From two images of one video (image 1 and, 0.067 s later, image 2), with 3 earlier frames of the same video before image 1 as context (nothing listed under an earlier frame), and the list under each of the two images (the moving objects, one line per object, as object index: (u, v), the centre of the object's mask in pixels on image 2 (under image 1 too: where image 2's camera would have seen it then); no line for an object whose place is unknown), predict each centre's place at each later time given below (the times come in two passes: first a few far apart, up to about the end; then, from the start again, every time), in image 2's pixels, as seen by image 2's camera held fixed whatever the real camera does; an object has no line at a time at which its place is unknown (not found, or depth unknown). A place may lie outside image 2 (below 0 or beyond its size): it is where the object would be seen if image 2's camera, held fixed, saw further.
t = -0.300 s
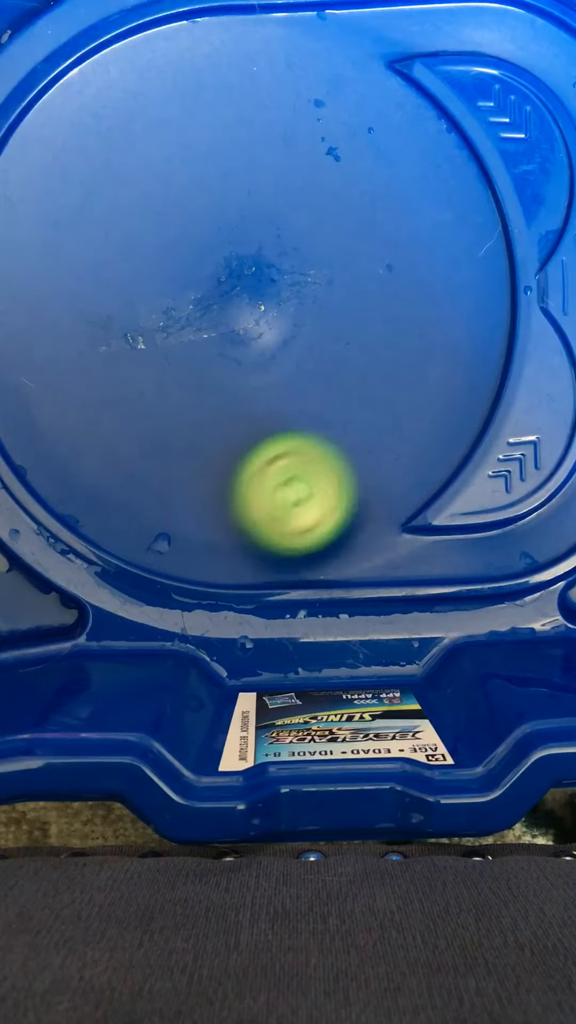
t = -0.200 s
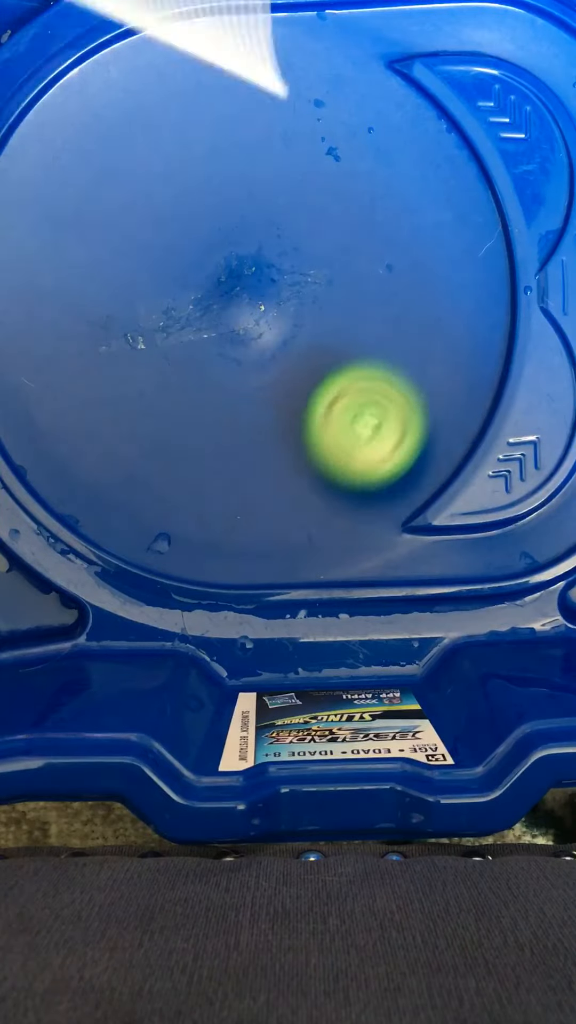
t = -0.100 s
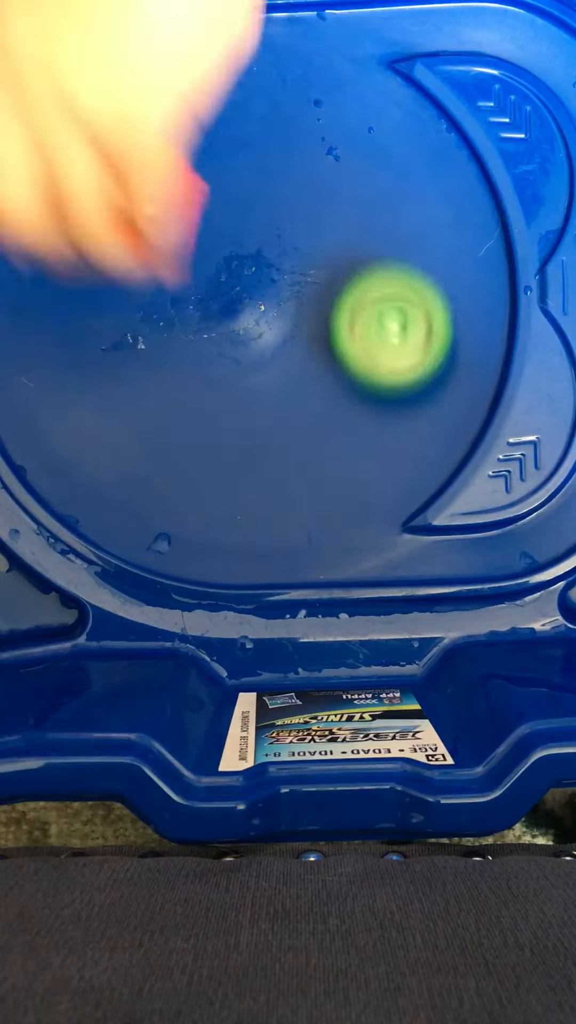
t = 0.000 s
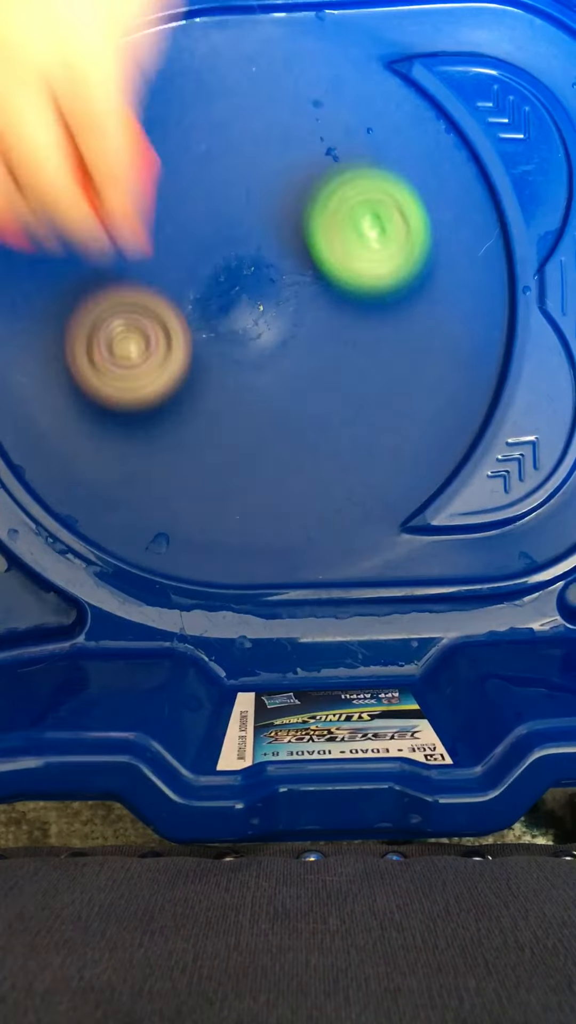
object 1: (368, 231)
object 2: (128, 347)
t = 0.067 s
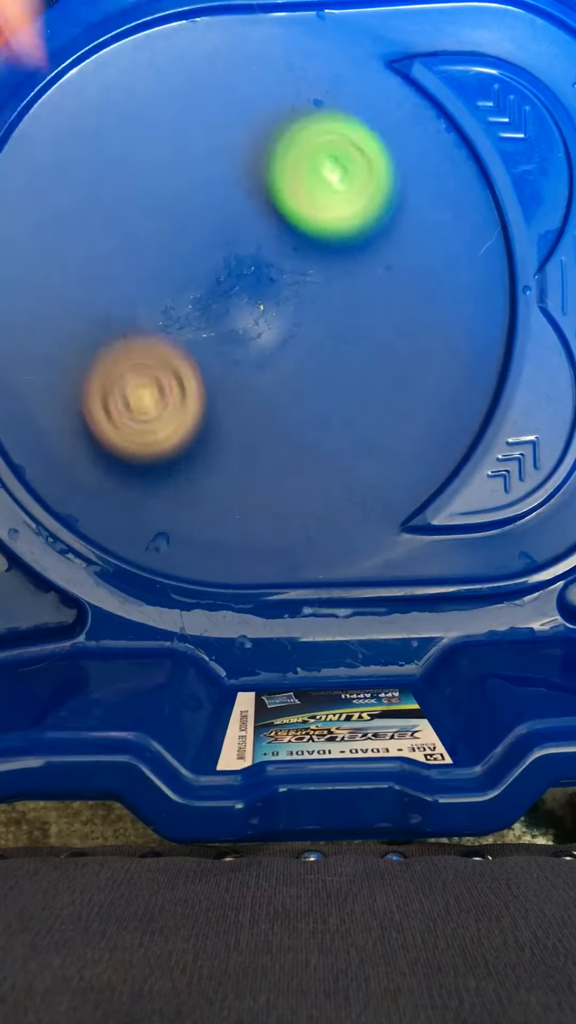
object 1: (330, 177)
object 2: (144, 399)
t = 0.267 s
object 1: (154, 126)
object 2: (210, 447)
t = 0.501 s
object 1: (53, 285)
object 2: (248, 351)
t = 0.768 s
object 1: (121, 485)
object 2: (201, 201)
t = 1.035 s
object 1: (328, 458)
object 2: (126, 223)
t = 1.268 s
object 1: (363, 269)
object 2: (186, 266)
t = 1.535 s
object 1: (355, 69)
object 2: (152, 276)
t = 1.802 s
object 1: (175, 60)
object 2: (183, 319)
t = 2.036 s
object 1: (124, 190)
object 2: (206, 356)
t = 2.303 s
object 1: (175, 287)
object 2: (375, 413)
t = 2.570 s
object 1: (257, 240)
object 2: (409, 278)
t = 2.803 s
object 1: (125, 223)
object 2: (421, 284)
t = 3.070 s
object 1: (94, 341)
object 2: (337, 301)
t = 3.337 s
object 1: (119, 400)
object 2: (330, 385)
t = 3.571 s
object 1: (124, 425)
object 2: (327, 393)
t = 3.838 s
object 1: (148, 365)
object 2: (318, 376)
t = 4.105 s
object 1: (152, 268)
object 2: (297, 331)
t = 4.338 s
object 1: (170, 199)
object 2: (236, 348)
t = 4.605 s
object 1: (216, 177)
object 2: (199, 356)
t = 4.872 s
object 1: (286, 194)
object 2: (213, 366)
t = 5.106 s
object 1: (339, 230)
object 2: (213, 335)
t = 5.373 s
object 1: (357, 289)
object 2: (187, 297)
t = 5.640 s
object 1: (337, 360)
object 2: (192, 303)
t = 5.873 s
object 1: (290, 402)
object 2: (197, 284)
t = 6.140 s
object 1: (229, 409)
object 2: (214, 240)
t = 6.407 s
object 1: (178, 374)
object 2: (208, 249)
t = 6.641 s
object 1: (147, 381)
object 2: (235, 207)
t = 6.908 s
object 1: (167, 337)
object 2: (245, 200)
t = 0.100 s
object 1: (306, 154)
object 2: (151, 420)
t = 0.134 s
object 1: (279, 137)
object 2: (158, 435)
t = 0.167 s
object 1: (248, 125)
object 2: (169, 444)
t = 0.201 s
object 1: (218, 119)
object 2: (181, 448)
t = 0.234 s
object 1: (184, 119)
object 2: (195, 450)
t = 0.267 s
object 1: (154, 126)
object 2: (210, 447)
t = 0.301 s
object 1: (125, 138)
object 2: (224, 441)
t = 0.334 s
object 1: (100, 156)
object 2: (236, 430)
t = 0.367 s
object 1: (80, 177)
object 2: (246, 417)
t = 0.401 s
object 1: (63, 202)
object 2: (253, 402)
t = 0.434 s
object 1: (56, 230)
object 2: (256, 385)
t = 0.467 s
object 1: (52, 257)
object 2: (254, 367)
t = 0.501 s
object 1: (53, 285)
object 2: (248, 351)
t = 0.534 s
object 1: (57, 313)
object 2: (237, 336)
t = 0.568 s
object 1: (67, 339)
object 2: (219, 323)
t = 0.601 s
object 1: (80, 364)
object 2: (197, 309)
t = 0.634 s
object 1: (70, 395)
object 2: (201, 285)
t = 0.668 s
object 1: (69, 422)
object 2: (205, 257)
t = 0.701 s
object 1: (80, 444)
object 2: (208, 234)
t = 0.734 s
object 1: (98, 466)
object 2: (207, 215)
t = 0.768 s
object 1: (121, 485)
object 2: (201, 201)
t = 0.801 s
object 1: (145, 499)
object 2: (193, 192)
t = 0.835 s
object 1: (172, 509)
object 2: (181, 187)
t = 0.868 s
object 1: (199, 513)
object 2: (168, 185)
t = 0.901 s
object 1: (228, 513)
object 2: (155, 187)
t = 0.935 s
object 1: (256, 506)
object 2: (143, 192)
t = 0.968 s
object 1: (283, 495)
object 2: (135, 201)
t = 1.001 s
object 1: (307, 478)
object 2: (128, 211)
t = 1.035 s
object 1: (328, 458)
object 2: (126, 223)
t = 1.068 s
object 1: (344, 436)
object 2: (127, 237)
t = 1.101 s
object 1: (357, 410)
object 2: (133, 247)
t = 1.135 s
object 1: (366, 382)
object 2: (141, 257)
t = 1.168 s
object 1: (371, 353)
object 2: (152, 265)
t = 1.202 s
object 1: (372, 324)
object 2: (163, 268)
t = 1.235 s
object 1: (370, 296)
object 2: (174, 269)
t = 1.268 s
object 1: (363, 269)
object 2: (186, 266)
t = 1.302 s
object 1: (353, 242)
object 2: (197, 261)
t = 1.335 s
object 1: (340, 218)
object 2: (210, 254)
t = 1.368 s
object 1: (342, 191)
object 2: (201, 248)
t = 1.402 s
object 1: (364, 161)
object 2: (176, 248)
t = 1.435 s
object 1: (376, 135)
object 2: (161, 250)
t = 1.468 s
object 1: (377, 111)
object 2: (153, 256)
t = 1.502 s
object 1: (369, 89)
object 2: (152, 265)
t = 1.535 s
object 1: (355, 69)
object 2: (152, 276)
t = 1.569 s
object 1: (337, 56)
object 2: (155, 287)
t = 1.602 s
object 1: (316, 47)
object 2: (158, 294)
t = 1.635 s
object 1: (295, 41)
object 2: (164, 301)
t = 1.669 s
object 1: (272, 39)
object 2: (169, 308)
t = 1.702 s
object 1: (248, 40)
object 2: (174, 311)
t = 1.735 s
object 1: (222, 43)
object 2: (176, 316)
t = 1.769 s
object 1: (197, 49)
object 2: (179, 318)
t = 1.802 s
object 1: (175, 60)
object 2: (183, 319)
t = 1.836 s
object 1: (157, 79)
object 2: (188, 321)
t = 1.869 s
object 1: (143, 105)
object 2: (192, 322)
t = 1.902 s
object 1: (135, 131)
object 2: (196, 323)
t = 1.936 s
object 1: (131, 158)
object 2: (199, 322)
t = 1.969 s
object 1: (131, 185)
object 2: (198, 319)
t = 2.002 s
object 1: (131, 201)
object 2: (196, 322)
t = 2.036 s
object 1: (124, 190)
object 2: (206, 356)
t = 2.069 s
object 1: (122, 189)
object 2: (220, 382)
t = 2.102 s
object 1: (125, 197)
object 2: (236, 402)
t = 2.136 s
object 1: (130, 214)
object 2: (256, 414)
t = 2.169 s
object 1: (136, 233)
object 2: (280, 422)
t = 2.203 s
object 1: (143, 250)
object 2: (308, 427)
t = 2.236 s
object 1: (153, 265)
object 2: (333, 426)
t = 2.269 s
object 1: (164, 278)
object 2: (355, 422)
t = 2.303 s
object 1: (175, 287)
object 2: (375, 413)
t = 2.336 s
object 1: (187, 294)
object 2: (394, 401)
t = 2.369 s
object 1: (200, 297)
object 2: (409, 386)
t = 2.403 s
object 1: (207, 294)
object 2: (420, 370)
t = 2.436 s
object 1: (213, 285)
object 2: (426, 352)
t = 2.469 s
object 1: (221, 273)
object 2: (428, 332)
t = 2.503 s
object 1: (232, 259)
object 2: (426, 313)
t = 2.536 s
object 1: (245, 246)
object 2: (419, 295)
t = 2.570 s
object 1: (257, 240)
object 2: (409, 278)
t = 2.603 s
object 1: (265, 241)
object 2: (396, 267)
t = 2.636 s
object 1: (238, 228)
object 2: (404, 272)
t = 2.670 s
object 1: (206, 213)
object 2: (420, 282)
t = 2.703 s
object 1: (179, 204)
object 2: (427, 287)
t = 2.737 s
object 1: (158, 204)
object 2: (427, 287)
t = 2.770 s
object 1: (141, 212)
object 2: (425, 286)
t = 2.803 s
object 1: (125, 223)
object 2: (421, 284)
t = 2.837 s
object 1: (112, 234)
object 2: (416, 282)
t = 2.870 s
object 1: (101, 248)
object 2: (410, 280)
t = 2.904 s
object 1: (91, 264)
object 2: (402, 279)
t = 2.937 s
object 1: (86, 280)
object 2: (391, 280)
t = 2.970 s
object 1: (83, 295)
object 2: (377, 282)
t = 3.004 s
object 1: (83, 311)
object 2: (363, 287)
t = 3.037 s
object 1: (87, 328)
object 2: (349, 293)
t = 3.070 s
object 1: (94, 341)
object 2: (337, 301)
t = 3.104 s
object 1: (104, 353)
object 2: (326, 310)
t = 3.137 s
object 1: (115, 366)
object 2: (316, 321)
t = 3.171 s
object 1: (128, 377)
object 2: (308, 333)
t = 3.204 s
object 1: (142, 385)
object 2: (299, 345)
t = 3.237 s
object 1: (157, 392)
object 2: (290, 357)
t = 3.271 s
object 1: (156, 396)
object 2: (292, 369)
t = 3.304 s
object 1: (133, 399)
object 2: (317, 377)
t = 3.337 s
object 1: (119, 400)
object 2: (330, 385)
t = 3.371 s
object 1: (112, 404)
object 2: (336, 389)
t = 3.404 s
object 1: (110, 409)
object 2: (338, 392)
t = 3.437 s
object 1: (110, 414)
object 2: (338, 394)
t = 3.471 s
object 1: (111, 418)
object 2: (337, 395)
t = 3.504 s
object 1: (114, 422)
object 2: (335, 395)
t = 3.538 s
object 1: (118, 424)
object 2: (332, 395)
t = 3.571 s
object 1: (124, 425)
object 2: (327, 393)
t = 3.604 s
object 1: (131, 424)
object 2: (322, 391)
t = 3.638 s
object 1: (139, 422)
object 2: (316, 389)
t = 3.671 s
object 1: (147, 417)
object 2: (309, 387)
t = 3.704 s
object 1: (156, 411)
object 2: (303, 384)
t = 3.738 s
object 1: (165, 404)
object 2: (296, 383)
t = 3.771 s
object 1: (159, 392)
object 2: (303, 382)
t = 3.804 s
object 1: (150, 378)
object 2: (313, 380)
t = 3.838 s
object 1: (148, 365)
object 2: (318, 376)
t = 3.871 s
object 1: (149, 353)
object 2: (321, 372)
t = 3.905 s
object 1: (149, 341)
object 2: (322, 365)
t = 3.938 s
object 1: (150, 330)
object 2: (320, 356)
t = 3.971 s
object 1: (151, 318)
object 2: (318, 349)
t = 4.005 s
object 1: (151, 306)
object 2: (314, 343)
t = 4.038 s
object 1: (150, 293)
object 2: (308, 338)
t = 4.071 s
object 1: (151, 280)
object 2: (302, 334)
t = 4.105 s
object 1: (152, 268)
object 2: (297, 331)
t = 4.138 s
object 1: (153, 256)
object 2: (290, 330)
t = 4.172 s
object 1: (155, 244)
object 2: (283, 329)
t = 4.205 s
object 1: (157, 233)
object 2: (275, 330)
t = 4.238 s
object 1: (160, 223)
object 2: (266, 336)
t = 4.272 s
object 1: (162, 215)
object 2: (255, 342)
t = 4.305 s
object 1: (166, 206)
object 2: (245, 346)
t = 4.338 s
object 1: (170, 199)
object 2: (236, 348)
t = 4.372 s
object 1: (175, 191)
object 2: (228, 350)
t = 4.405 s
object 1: (180, 185)
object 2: (223, 352)
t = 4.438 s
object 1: (186, 180)
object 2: (220, 353)
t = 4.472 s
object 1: (191, 177)
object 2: (218, 354)
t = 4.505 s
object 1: (197, 176)
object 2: (214, 355)
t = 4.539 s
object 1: (203, 176)
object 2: (209, 355)
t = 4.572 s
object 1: (209, 176)
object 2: (204, 356)
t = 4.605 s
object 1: (216, 177)
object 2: (199, 356)
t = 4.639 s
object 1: (223, 178)
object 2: (194, 357)
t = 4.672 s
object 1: (231, 179)
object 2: (192, 359)
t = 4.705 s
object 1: (240, 181)
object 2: (192, 363)
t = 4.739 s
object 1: (249, 183)
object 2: (195, 367)
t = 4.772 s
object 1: (258, 185)
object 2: (199, 369)
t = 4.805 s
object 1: (267, 187)
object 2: (204, 370)
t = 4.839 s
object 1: (276, 191)
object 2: (209, 369)
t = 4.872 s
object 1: (286, 194)
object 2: (213, 366)
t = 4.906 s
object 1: (295, 198)
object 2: (214, 360)
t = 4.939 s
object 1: (304, 202)
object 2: (214, 355)
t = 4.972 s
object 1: (312, 207)
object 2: (215, 350)
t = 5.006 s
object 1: (319, 212)
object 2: (217, 345)
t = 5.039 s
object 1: (326, 218)
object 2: (217, 342)
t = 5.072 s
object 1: (333, 224)
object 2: (216, 339)
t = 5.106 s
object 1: (339, 230)
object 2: (213, 335)
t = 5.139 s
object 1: (345, 237)
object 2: (208, 330)
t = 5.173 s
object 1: (350, 243)
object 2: (201, 324)
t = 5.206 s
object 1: (354, 250)
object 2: (197, 319)
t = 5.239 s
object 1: (356, 257)
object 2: (193, 313)
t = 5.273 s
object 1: (357, 264)
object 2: (191, 309)
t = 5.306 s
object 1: (358, 273)
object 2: (191, 304)
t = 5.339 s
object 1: (358, 281)
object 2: (189, 300)
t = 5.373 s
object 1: (357, 289)
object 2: (187, 297)
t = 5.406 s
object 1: (356, 299)
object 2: (185, 297)
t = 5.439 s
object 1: (355, 308)
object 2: (184, 297)
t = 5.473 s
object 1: (354, 317)
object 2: (184, 299)
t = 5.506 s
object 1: (352, 327)
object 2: (185, 302)
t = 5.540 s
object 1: (349, 336)
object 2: (190, 302)
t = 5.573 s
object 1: (346, 345)
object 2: (192, 302)
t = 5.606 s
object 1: (342, 353)
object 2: (192, 303)
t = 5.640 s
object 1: (337, 360)
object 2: (192, 303)
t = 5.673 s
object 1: (332, 367)
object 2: (191, 303)
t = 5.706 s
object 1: (326, 374)
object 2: (191, 303)
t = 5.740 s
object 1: (319, 380)
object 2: (191, 302)
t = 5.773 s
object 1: (313, 385)
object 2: (190, 299)
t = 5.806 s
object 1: (305, 391)
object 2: (193, 294)
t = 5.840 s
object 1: (297, 397)
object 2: (194, 290)
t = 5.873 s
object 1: (290, 402)
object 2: (197, 284)
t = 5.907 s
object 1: (282, 406)
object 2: (201, 273)
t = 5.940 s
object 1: (275, 408)
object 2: (205, 262)
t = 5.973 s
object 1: (267, 411)
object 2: (210, 255)
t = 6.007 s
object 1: (260, 411)
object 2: (212, 248)
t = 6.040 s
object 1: (252, 412)
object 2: (215, 242)
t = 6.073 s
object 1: (244, 411)
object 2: (217, 238)
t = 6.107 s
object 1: (237, 411)
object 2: (216, 239)
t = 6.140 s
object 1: (229, 409)
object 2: (214, 240)
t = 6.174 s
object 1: (222, 407)
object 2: (212, 242)
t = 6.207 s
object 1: (214, 405)
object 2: (211, 245)
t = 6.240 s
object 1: (207, 402)
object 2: (211, 248)
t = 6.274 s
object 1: (201, 398)
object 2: (209, 250)
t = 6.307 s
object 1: (194, 393)
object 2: (209, 252)
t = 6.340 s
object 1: (188, 387)
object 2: (210, 253)
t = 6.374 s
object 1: (183, 381)
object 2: (211, 253)
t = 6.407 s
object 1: (178, 374)
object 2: (208, 249)
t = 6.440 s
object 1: (171, 369)
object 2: (208, 247)
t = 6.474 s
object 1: (160, 377)
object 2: (214, 234)
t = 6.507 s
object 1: (152, 382)
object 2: (221, 225)
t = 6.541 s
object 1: (148, 383)
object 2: (226, 219)
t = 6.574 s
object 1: (146, 383)
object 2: (229, 215)
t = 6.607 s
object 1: (146, 382)
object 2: (233, 211)
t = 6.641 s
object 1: (147, 381)
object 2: (235, 207)
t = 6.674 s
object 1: (148, 378)
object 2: (237, 204)
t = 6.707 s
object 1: (150, 375)
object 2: (239, 201)
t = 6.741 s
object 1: (153, 371)
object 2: (241, 199)
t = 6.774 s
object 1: (155, 366)
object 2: (241, 197)
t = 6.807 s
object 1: (158, 360)
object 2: (242, 196)
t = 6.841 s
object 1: (160, 353)
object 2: (243, 197)
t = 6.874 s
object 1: (164, 345)
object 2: (244, 198)
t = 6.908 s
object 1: (167, 337)
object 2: (245, 200)
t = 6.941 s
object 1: (171, 329)
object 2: (247, 204)
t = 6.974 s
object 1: (176, 318)
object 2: (250, 208)
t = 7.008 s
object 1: (175, 313)
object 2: (256, 209)
